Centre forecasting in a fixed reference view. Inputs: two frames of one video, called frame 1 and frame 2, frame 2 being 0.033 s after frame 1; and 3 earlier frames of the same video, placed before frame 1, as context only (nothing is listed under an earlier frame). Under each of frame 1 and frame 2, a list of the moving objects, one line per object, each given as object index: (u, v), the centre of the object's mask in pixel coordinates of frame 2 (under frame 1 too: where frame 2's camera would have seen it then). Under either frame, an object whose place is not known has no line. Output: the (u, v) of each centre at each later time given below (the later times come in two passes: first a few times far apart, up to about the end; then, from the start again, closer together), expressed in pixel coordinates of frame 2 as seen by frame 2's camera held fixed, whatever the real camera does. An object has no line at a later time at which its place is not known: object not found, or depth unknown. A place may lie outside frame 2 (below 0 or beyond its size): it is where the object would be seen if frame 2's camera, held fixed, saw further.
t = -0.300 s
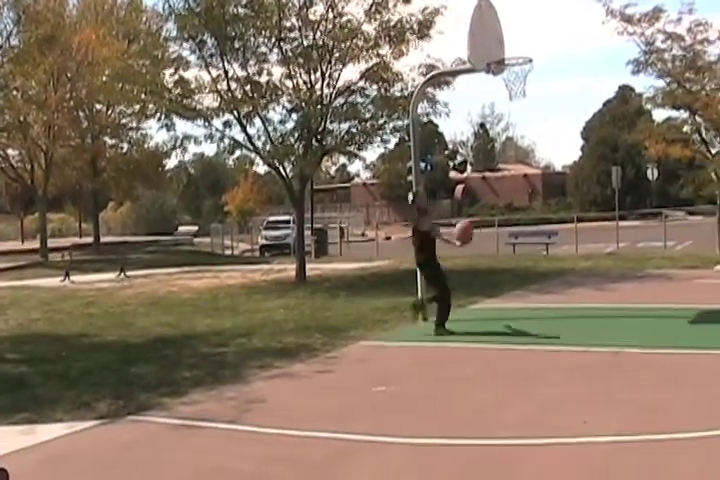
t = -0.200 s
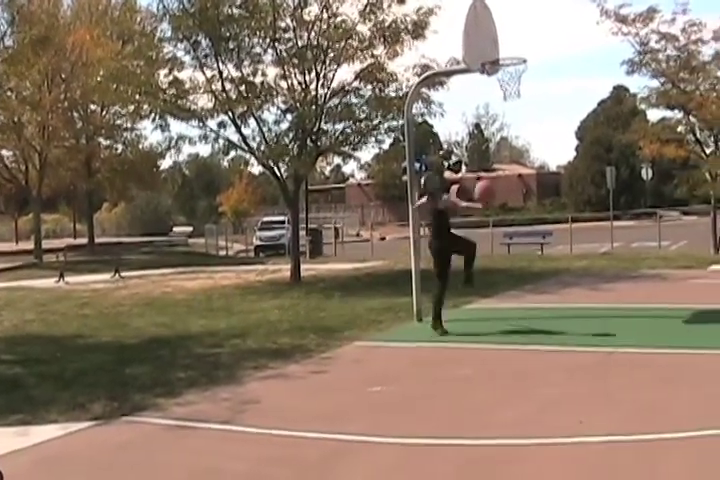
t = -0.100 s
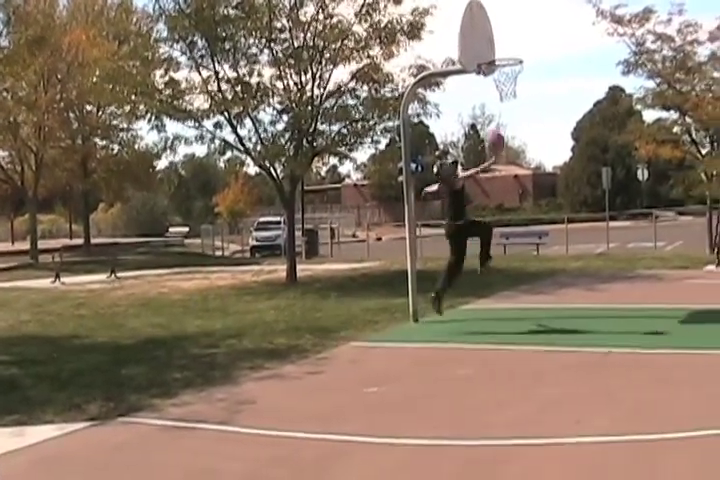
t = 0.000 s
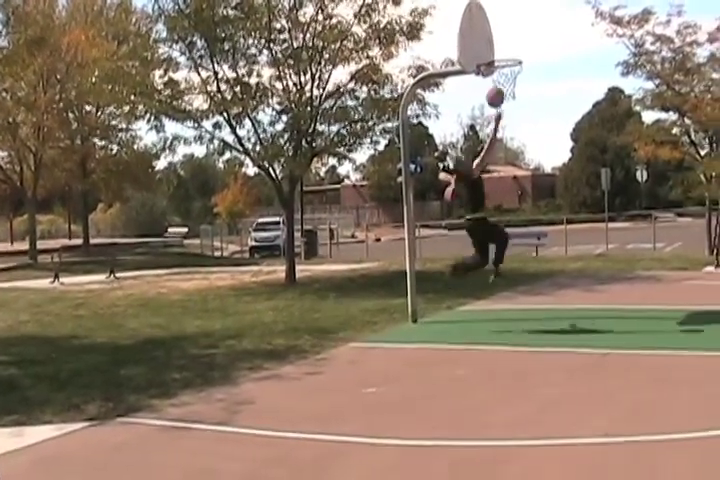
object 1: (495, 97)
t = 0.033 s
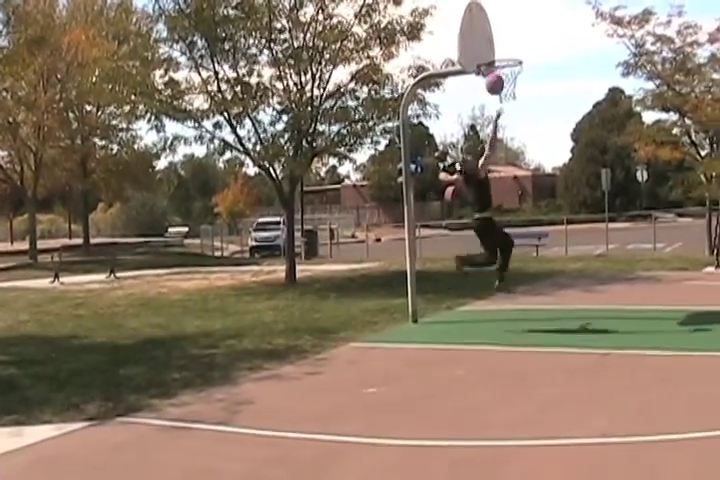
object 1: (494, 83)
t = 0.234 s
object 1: (490, 31)
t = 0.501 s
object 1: (488, 19)
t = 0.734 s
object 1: (508, 58)
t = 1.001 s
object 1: (523, 101)
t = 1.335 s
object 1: (538, 224)
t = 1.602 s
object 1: (554, 253)
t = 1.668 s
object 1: (557, 228)
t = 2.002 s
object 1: (571, 162)
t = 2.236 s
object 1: (585, 167)
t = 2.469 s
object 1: (600, 208)
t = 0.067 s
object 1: (493, 72)
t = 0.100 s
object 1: (493, 60)
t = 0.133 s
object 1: (491, 52)
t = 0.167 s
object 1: (491, 44)
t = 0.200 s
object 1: (490, 37)
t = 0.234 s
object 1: (490, 31)
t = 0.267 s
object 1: (489, 26)
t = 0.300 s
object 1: (488, 22)
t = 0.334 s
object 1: (487, 19)
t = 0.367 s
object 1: (487, 17)
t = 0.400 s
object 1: (486, 16)
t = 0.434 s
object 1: (486, 16)
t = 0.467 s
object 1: (484, 17)
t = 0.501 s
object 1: (488, 19)
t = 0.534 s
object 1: (491, 21)
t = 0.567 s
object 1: (493, 25)
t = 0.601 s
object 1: (496, 30)
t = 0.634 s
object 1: (499, 36)
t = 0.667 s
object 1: (502, 42)
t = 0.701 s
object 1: (505, 50)
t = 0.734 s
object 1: (508, 58)
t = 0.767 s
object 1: (511, 62)
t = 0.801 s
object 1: (513, 65)
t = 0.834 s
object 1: (514, 68)
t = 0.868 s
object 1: (516, 73)
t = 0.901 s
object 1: (517, 78)
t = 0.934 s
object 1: (519, 85)
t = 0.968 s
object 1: (521, 92)
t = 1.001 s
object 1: (523, 101)
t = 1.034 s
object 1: (525, 110)
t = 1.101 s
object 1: (526, 130)
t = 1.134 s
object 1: (528, 142)
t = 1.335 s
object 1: (538, 224)
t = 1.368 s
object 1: (540, 240)
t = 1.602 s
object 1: (554, 253)
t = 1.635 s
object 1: (554, 240)
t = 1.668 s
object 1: (557, 228)
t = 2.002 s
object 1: (571, 162)
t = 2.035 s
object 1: (573, 161)
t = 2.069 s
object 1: (575, 160)
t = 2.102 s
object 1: (578, 160)
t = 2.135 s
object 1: (580, 161)
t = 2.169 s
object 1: (581, 162)
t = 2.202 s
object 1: (583, 164)
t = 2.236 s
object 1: (585, 167)
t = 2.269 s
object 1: (588, 172)
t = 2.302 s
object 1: (590, 176)
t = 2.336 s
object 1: (592, 182)
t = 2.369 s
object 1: (594, 188)
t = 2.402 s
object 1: (596, 195)
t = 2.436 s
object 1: (598, 201)
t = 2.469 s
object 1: (600, 208)
